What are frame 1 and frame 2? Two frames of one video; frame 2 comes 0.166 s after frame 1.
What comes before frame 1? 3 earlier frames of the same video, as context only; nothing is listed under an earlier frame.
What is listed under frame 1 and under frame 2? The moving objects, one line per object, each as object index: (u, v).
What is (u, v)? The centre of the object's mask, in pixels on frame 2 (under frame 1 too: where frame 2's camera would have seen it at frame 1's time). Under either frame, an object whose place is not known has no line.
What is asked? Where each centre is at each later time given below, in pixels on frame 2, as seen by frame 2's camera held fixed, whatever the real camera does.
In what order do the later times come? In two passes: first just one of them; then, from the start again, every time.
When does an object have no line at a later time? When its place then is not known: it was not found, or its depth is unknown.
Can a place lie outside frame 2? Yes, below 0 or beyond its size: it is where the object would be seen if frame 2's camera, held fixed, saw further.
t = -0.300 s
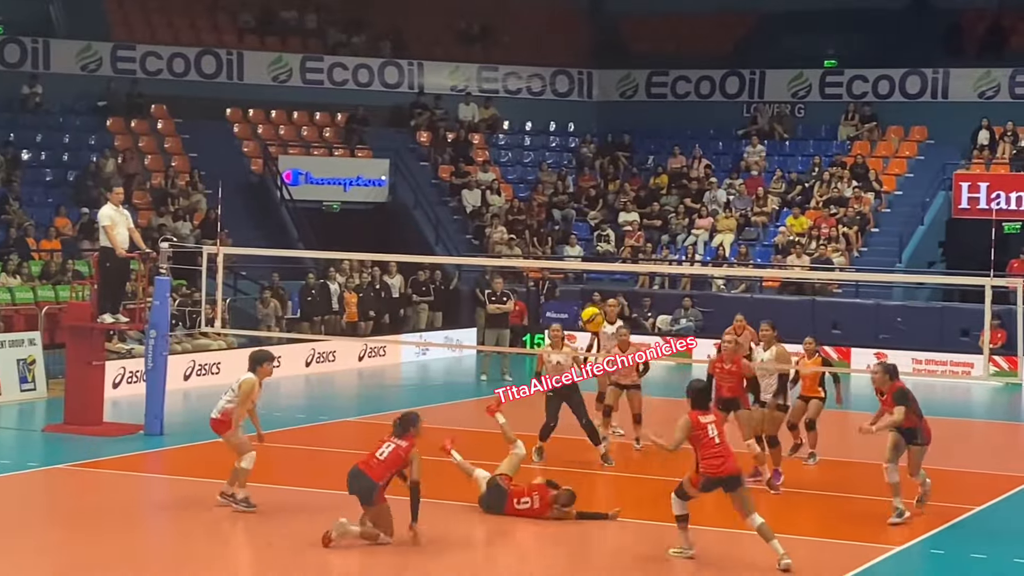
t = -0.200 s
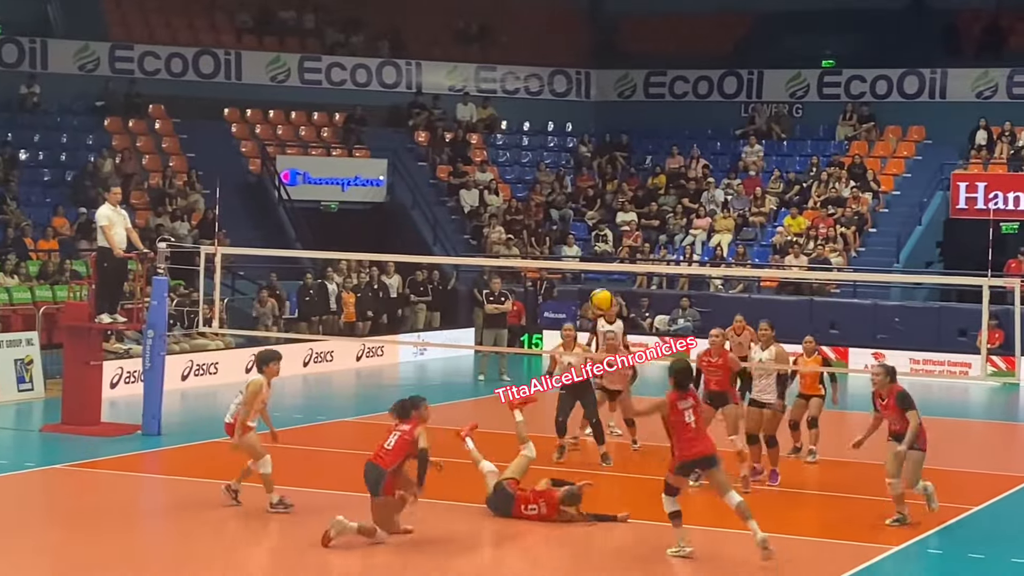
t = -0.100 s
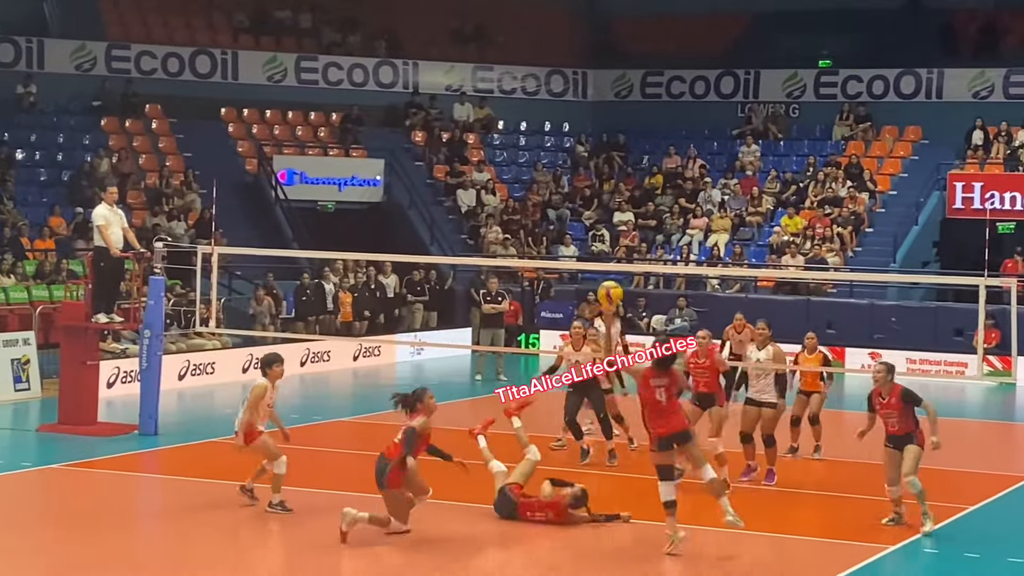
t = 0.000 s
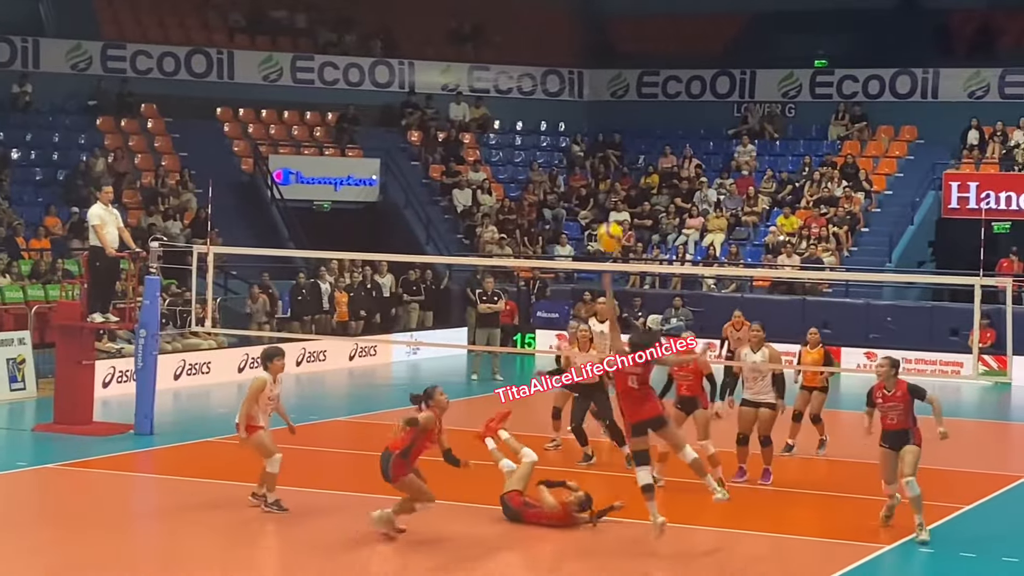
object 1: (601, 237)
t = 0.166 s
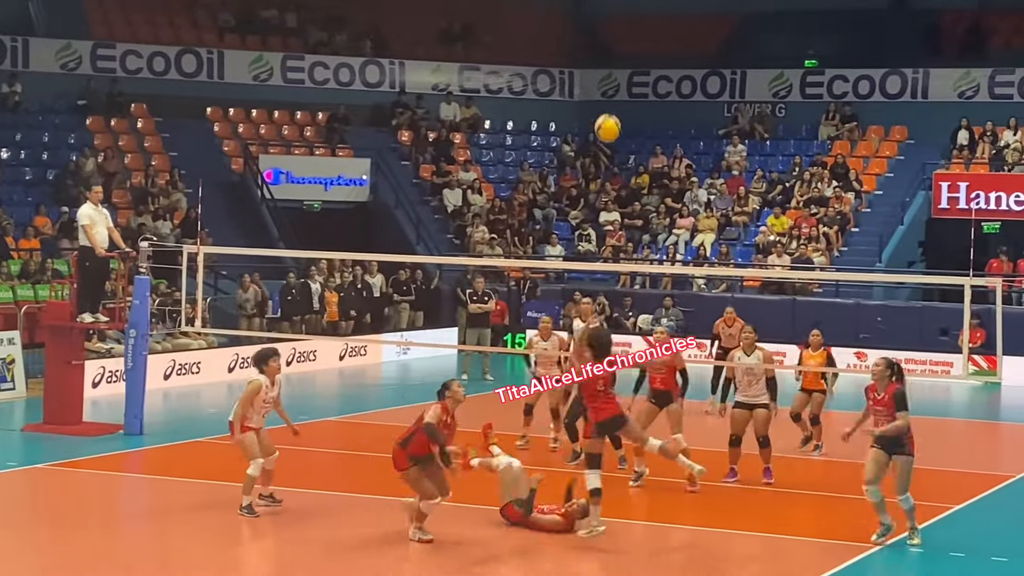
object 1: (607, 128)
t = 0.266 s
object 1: (612, 79)
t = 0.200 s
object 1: (609, 110)
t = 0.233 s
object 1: (611, 94)
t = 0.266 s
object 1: (612, 79)
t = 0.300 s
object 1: (613, 66)
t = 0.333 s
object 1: (614, 54)
